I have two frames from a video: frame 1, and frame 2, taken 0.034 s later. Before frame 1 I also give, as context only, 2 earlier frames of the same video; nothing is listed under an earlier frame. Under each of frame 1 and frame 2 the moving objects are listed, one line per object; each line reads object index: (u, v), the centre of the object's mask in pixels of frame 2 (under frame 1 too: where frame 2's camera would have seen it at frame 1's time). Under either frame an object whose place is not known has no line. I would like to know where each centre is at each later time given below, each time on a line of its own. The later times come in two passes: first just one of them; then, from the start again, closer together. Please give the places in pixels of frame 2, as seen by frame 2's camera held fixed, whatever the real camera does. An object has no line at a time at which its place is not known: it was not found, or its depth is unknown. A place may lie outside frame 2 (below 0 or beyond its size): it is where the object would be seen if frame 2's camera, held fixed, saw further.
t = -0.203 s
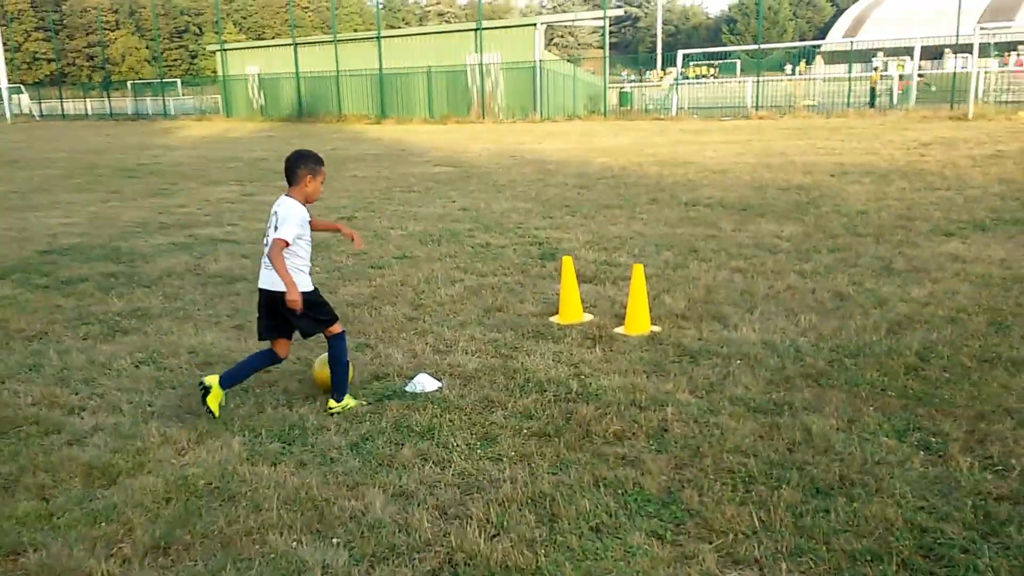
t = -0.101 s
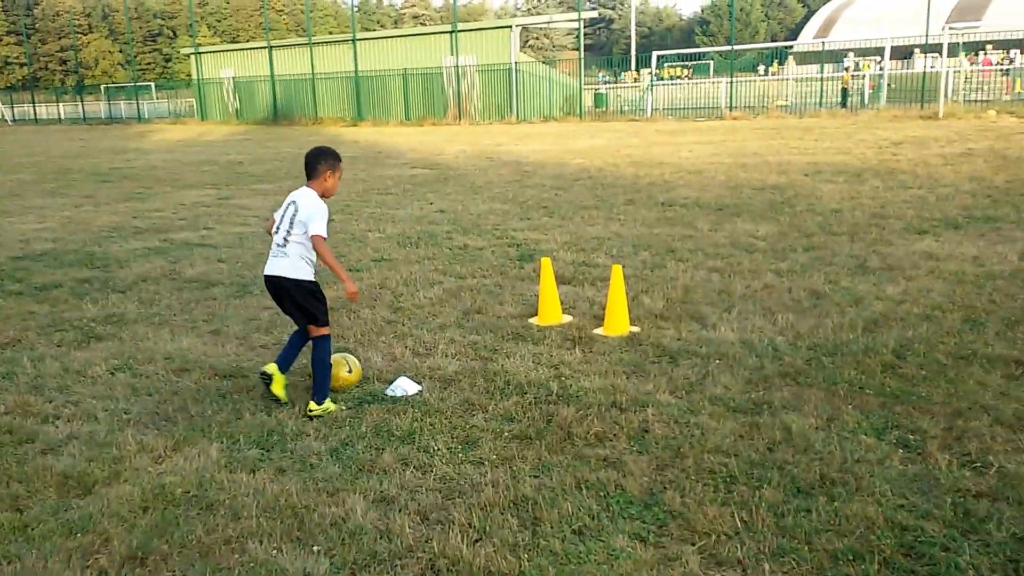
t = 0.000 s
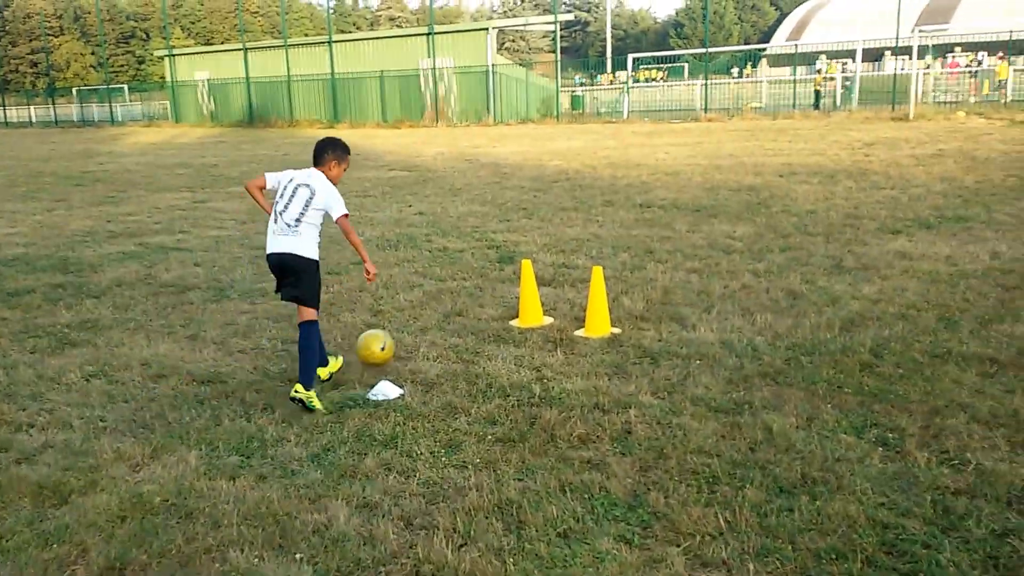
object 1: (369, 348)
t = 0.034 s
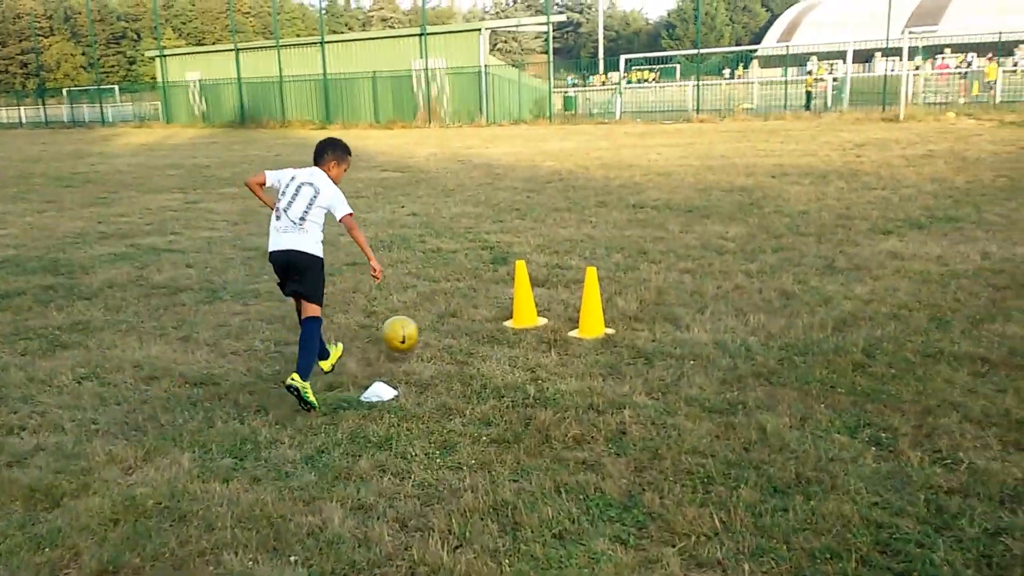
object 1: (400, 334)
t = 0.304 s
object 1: (573, 273)
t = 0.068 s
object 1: (429, 320)
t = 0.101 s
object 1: (456, 311)
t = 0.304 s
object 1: (573, 273)
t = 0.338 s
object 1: (584, 266)
